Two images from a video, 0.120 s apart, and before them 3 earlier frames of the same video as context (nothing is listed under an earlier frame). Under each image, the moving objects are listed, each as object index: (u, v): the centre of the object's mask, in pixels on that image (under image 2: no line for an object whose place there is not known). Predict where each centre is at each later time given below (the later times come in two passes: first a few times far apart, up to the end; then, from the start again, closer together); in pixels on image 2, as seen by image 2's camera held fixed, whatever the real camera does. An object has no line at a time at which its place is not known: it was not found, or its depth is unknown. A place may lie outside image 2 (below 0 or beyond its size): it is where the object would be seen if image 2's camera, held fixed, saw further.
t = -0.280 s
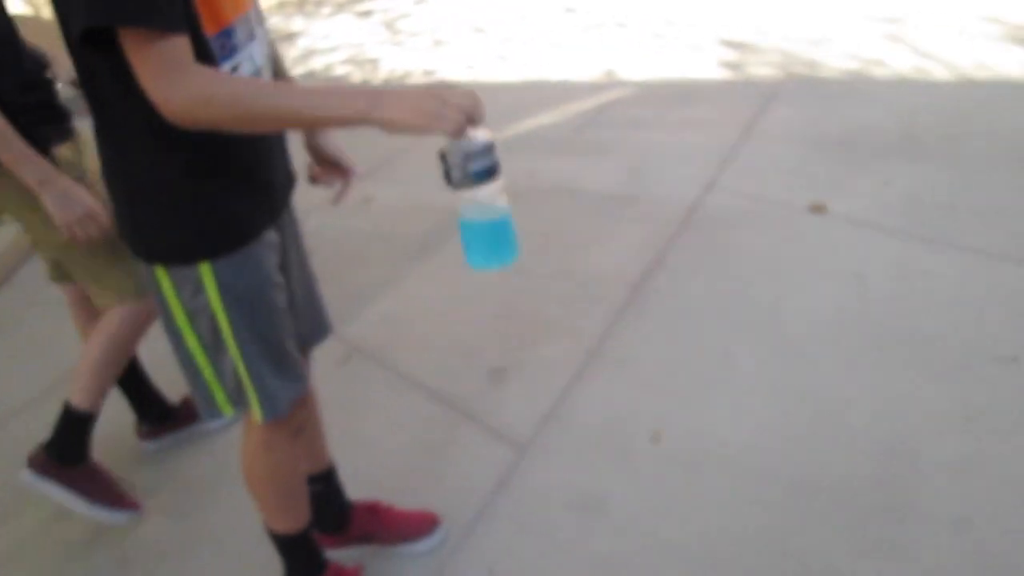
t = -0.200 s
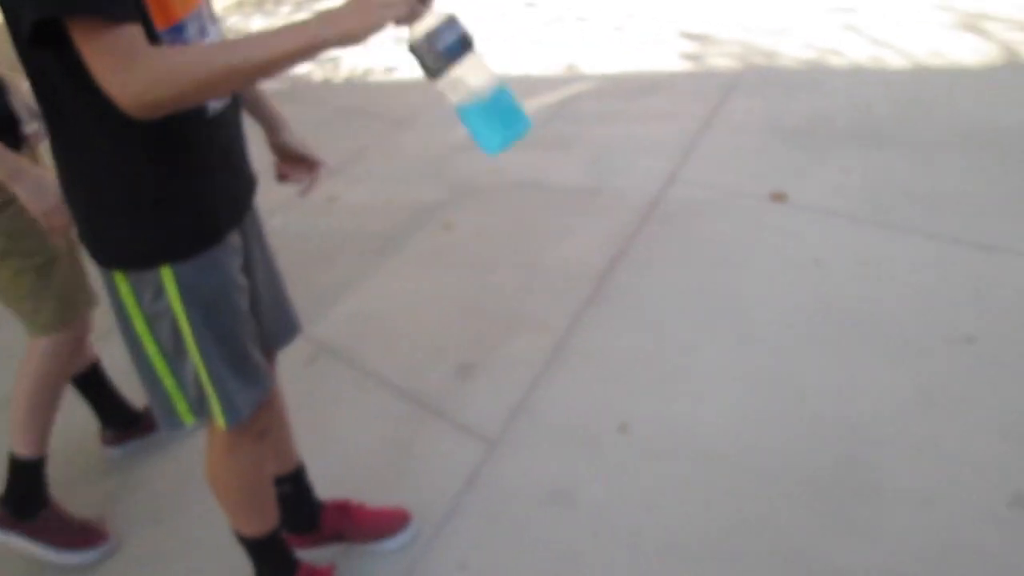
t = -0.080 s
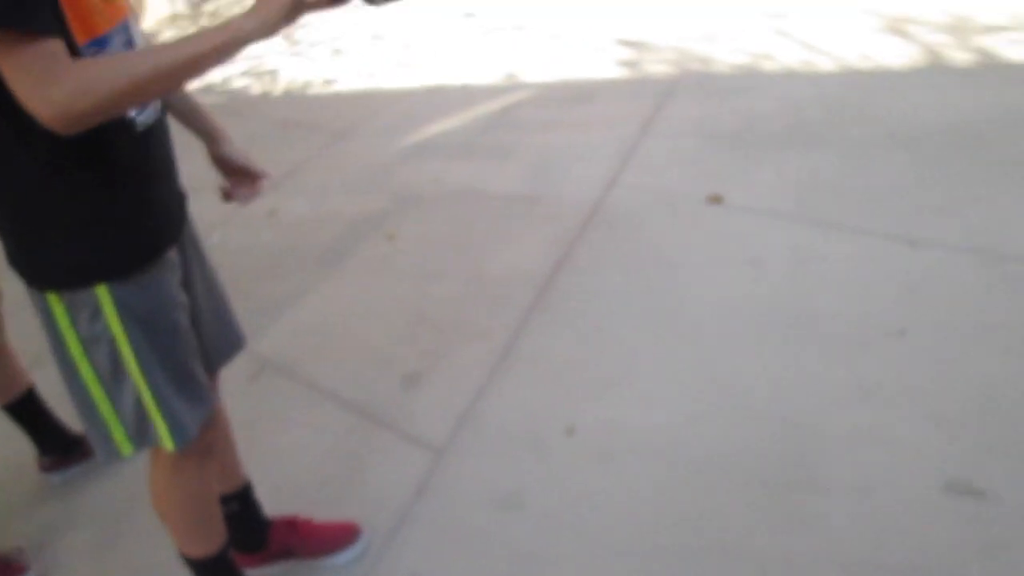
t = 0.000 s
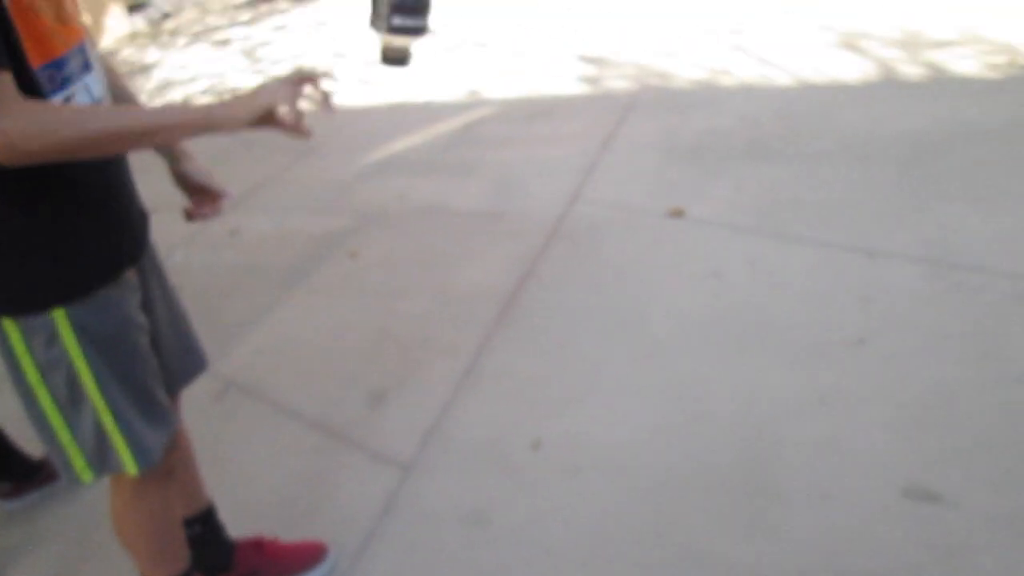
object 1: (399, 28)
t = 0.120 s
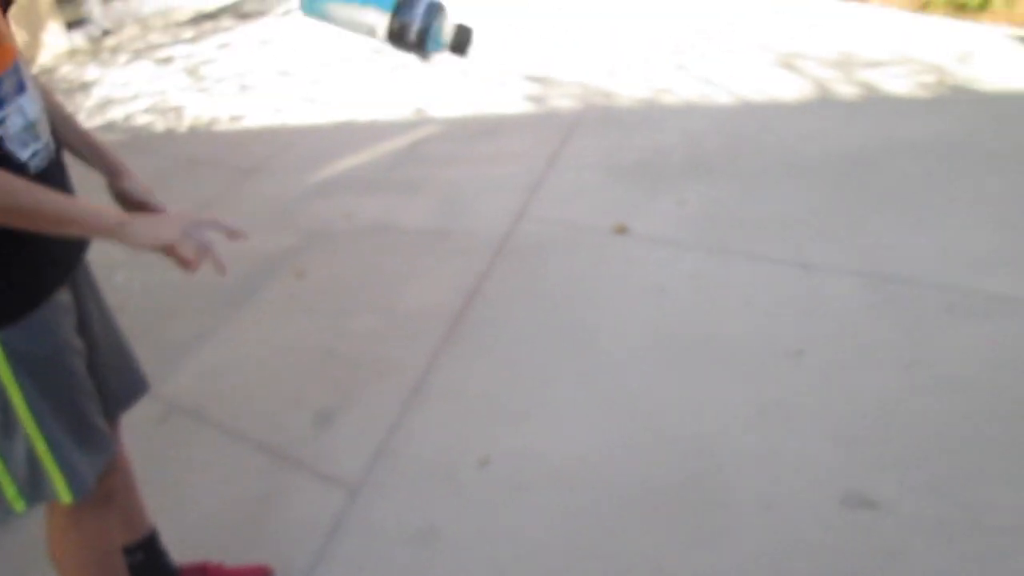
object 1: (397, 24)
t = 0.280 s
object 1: (426, 214)
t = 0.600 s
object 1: (495, 572)
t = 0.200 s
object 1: (398, 94)
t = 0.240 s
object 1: (412, 151)
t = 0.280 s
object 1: (426, 214)
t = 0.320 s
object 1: (442, 282)
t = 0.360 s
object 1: (456, 356)
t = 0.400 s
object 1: (471, 430)
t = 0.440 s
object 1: (486, 504)
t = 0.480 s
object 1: (501, 578)
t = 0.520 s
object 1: (498, 574)
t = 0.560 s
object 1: (495, 574)
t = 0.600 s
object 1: (495, 572)
